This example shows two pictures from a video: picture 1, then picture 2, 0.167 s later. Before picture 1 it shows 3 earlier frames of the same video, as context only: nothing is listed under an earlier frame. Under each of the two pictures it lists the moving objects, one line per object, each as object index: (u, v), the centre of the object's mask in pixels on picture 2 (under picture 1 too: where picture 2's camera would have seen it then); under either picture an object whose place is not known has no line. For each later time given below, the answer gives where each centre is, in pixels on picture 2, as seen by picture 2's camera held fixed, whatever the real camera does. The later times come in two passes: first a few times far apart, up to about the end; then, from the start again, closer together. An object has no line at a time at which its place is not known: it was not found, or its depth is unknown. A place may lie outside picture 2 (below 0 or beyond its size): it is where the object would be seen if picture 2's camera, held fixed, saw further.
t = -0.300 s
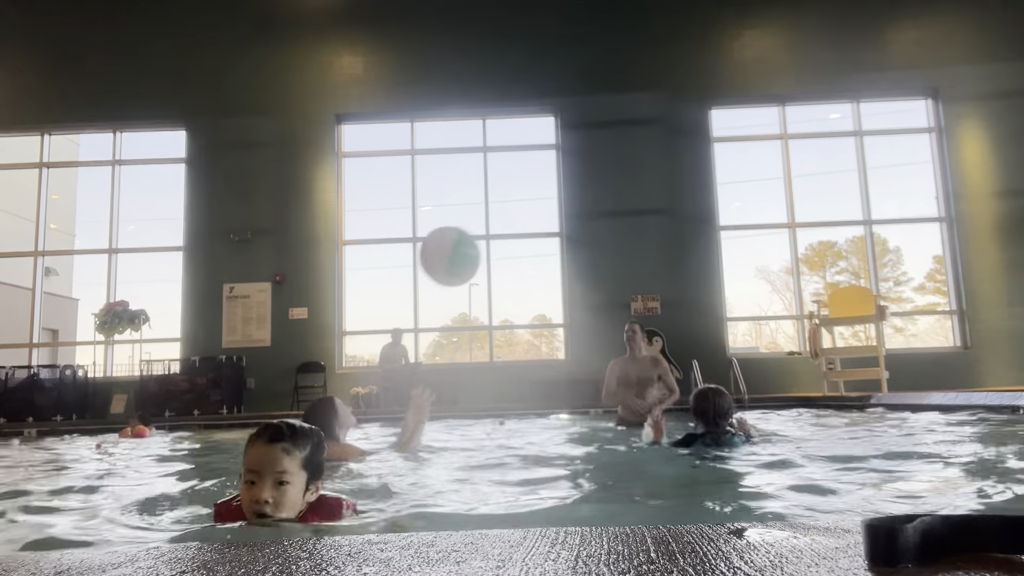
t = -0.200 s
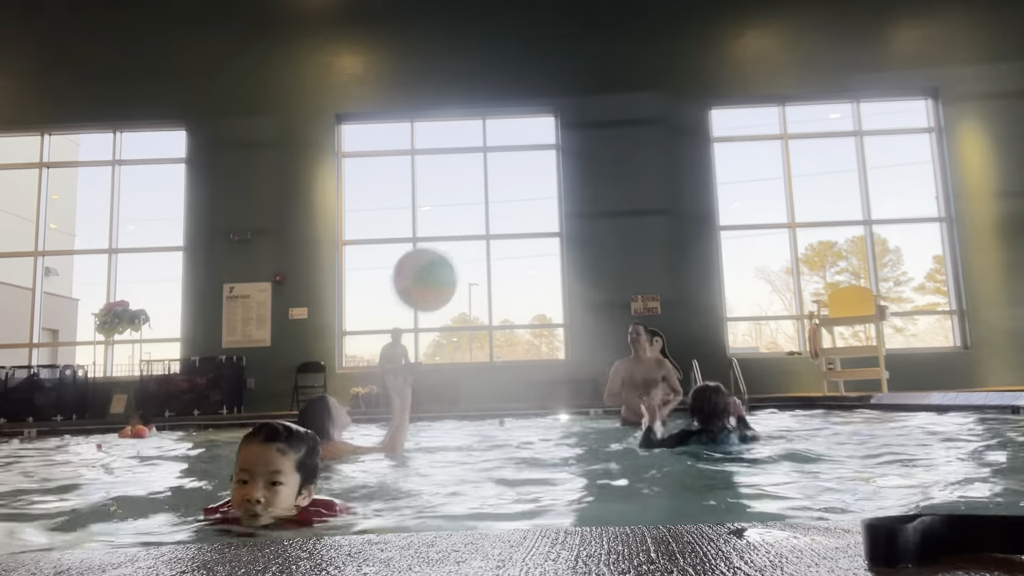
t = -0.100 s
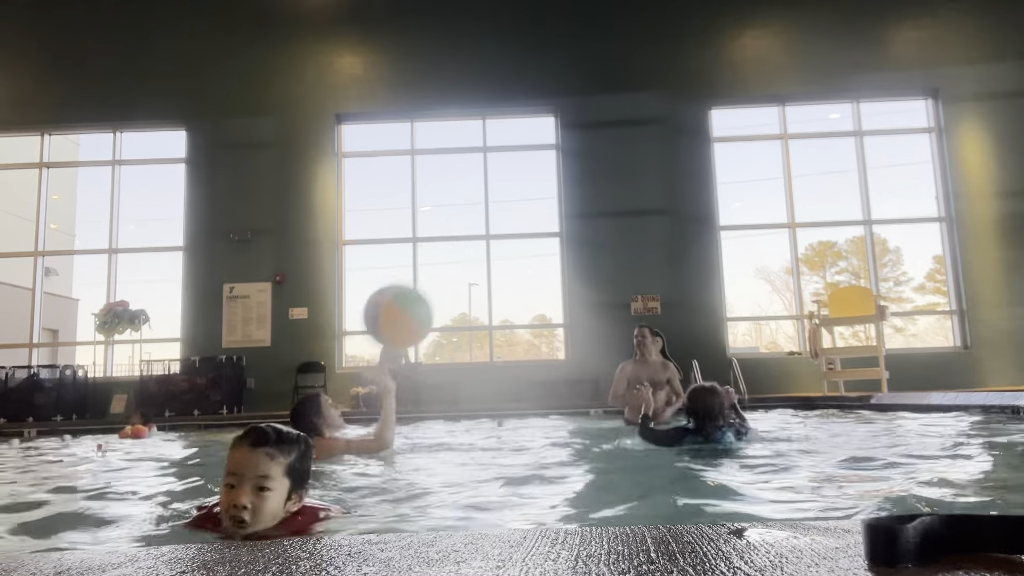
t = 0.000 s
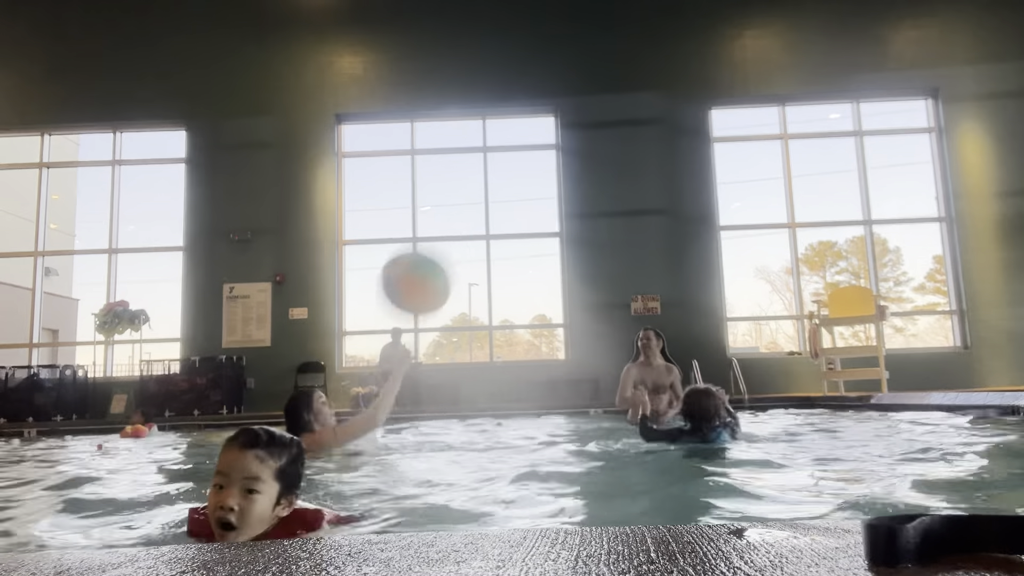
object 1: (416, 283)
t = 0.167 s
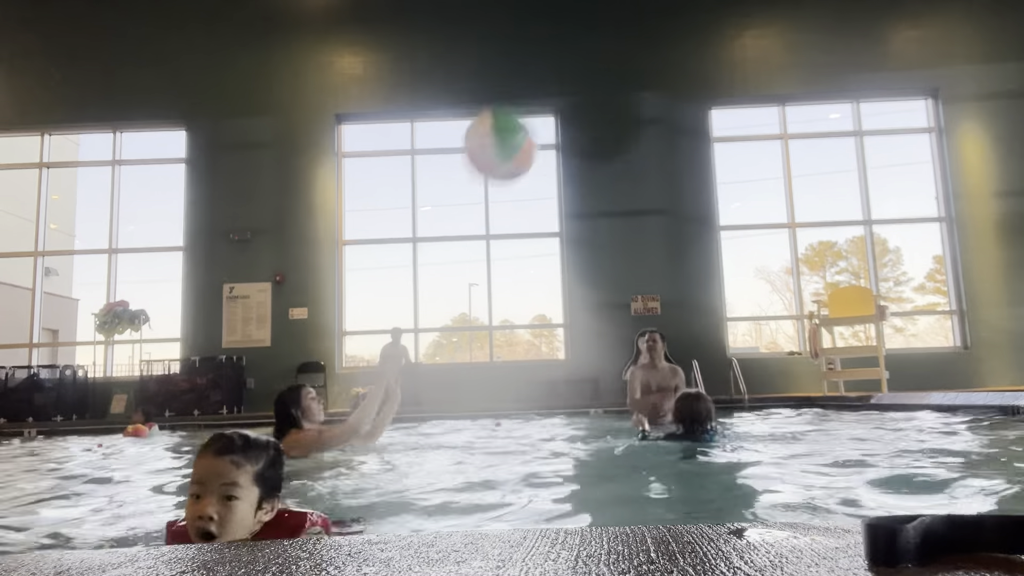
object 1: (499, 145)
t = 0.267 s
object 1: (543, 81)
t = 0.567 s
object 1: (658, 8)
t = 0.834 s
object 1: (763, 15)
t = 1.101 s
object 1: (870, 91)
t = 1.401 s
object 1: (988, 335)
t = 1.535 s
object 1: (1001, 402)
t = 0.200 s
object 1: (516, 120)
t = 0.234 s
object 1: (531, 99)
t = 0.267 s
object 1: (543, 81)
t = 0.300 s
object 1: (557, 65)
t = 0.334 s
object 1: (570, 49)
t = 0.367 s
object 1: (583, 37)
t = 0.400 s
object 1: (596, 29)
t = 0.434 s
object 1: (609, 23)
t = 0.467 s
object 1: (621, 18)
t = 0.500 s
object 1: (634, 14)
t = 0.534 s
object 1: (646, 10)
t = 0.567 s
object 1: (658, 8)
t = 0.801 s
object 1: (750, 12)
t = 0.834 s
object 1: (763, 15)
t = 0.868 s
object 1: (776, 18)
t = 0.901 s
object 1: (789, 23)
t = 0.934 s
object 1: (802, 28)
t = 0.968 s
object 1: (816, 35)
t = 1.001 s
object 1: (830, 45)
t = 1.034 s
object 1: (844, 58)
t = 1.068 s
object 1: (857, 73)
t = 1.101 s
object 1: (870, 91)
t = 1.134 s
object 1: (886, 112)
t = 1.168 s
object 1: (901, 136)
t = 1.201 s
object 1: (914, 161)
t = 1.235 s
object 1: (929, 187)
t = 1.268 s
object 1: (945, 214)
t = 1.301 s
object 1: (960, 243)
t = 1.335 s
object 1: (972, 272)
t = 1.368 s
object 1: (981, 303)
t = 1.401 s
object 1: (988, 335)
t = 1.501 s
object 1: (1001, 400)
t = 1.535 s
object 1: (1001, 402)
